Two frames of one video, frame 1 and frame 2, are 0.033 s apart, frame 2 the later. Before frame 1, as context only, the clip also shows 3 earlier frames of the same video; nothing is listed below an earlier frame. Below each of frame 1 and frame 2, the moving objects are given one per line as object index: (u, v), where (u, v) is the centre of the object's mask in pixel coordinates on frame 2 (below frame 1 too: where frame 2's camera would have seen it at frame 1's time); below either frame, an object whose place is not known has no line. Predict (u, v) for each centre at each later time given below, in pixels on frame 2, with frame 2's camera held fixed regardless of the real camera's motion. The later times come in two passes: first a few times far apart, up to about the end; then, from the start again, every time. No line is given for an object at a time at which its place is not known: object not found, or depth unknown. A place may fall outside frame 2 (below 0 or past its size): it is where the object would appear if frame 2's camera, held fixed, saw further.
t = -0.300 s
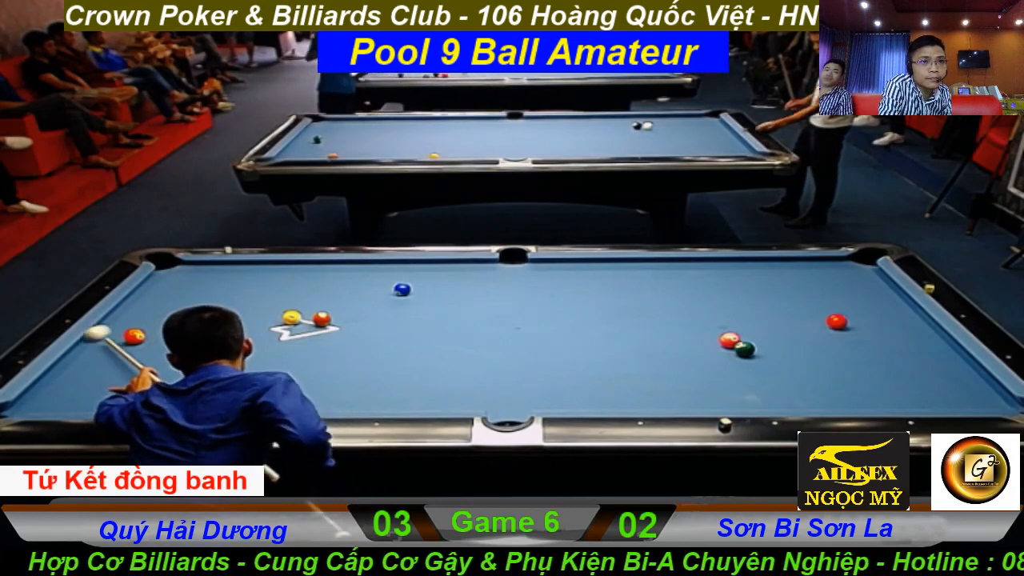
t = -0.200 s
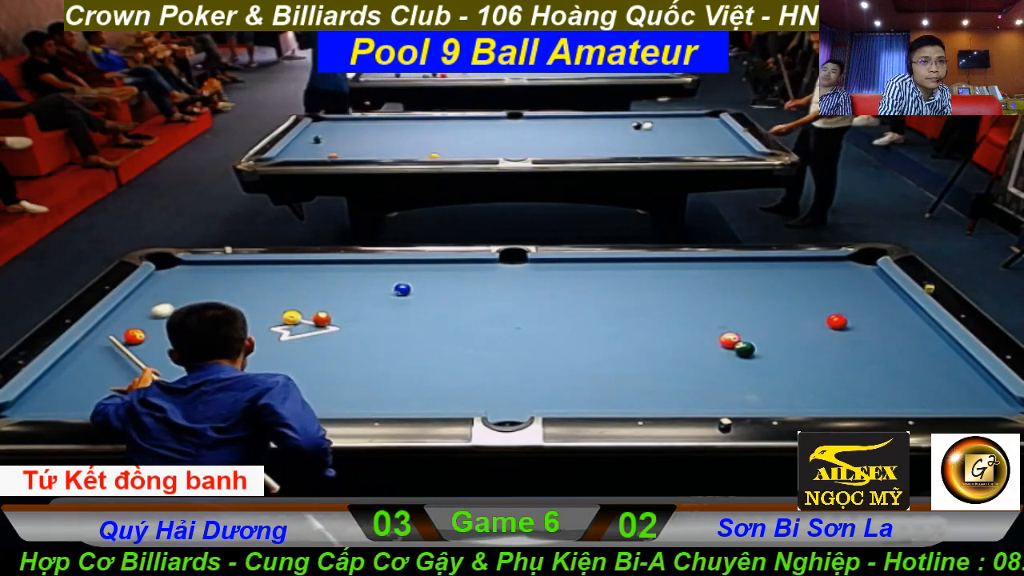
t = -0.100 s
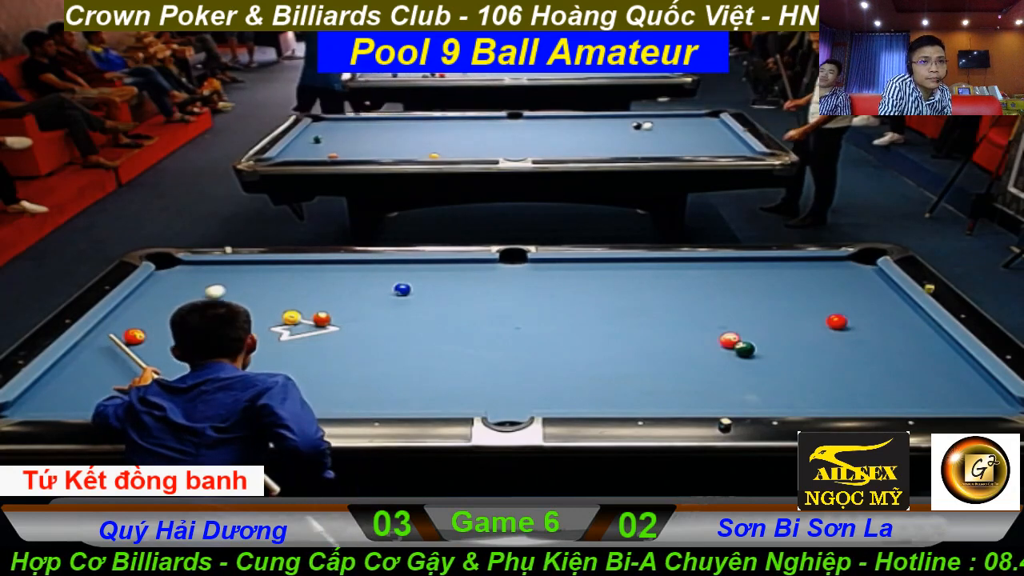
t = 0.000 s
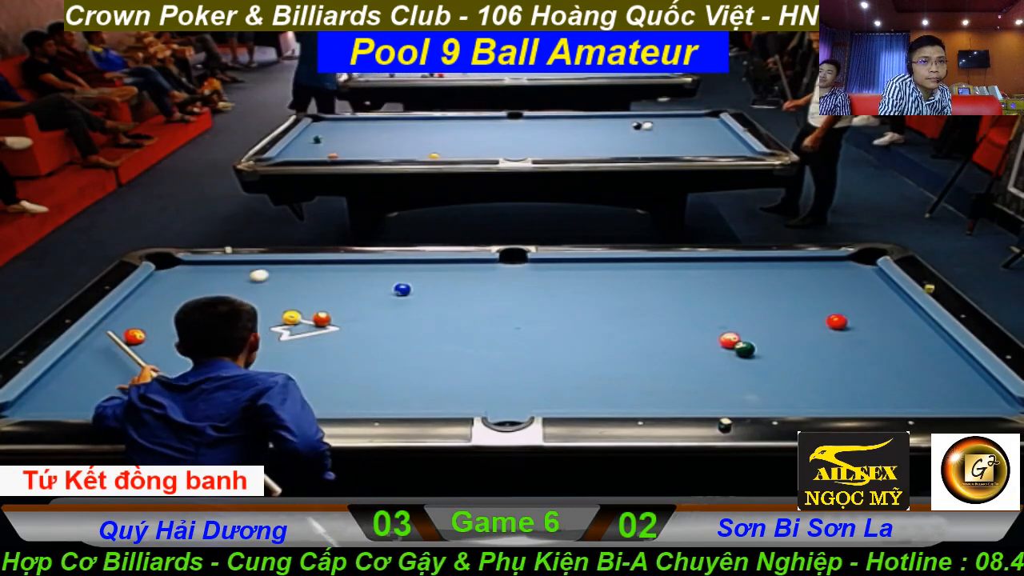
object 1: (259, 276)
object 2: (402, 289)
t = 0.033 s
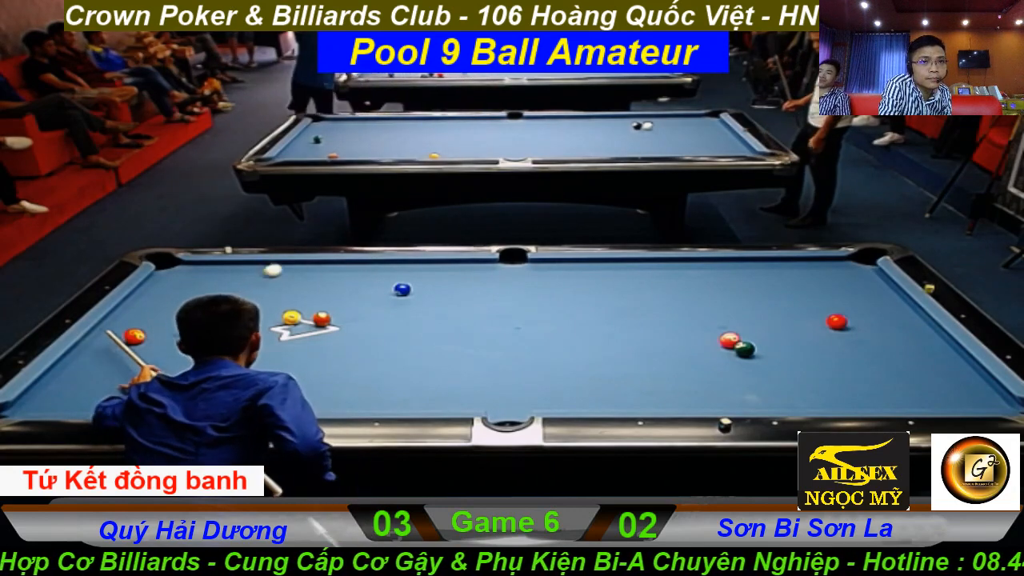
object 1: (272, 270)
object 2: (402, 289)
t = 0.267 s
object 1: (348, 280)
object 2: (402, 289)
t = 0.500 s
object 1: (384, 300)
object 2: (442, 289)
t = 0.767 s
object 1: (399, 325)
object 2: (508, 289)
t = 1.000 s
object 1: (415, 350)
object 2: (562, 288)
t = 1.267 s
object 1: (436, 381)
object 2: (624, 288)
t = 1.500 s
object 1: (455, 404)
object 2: (676, 287)
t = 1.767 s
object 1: (453, 389)
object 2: (734, 286)
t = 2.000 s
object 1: (452, 377)
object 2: (784, 285)
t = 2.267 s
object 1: (450, 364)
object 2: (839, 285)
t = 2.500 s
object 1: (449, 354)
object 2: (885, 284)
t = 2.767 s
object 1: (447, 344)
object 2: (860, 283)
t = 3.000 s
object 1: (446, 336)
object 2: (838, 283)
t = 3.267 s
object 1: (445, 328)
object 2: (814, 283)
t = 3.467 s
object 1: (444, 322)
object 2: (795, 283)
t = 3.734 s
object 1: (444, 316)
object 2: (775, 283)
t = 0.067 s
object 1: (285, 266)
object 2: (402, 289)
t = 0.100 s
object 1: (297, 263)
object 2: (401, 289)
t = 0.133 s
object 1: (307, 267)
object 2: (401, 289)
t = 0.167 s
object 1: (317, 270)
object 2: (401, 289)
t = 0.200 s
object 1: (327, 274)
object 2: (402, 289)
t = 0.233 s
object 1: (338, 277)
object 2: (402, 289)
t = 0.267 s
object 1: (348, 280)
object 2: (402, 289)
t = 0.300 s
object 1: (359, 282)
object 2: (401, 289)
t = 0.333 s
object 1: (370, 285)
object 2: (402, 289)
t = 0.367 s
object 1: (381, 288)
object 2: (402, 289)
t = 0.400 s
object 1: (384, 291)
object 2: (409, 289)
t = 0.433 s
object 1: (384, 294)
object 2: (420, 289)
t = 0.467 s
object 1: (383, 297)
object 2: (431, 289)
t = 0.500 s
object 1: (384, 300)
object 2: (442, 289)
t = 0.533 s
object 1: (385, 303)
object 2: (451, 289)
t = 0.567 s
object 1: (387, 306)
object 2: (460, 289)
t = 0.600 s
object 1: (389, 309)
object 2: (468, 289)
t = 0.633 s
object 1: (390, 312)
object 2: (476, 289)
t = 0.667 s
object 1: (393, 316)
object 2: (484, 289)
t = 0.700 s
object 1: (395, 319)
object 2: (492, 289)
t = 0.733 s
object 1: (397, 322)
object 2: (500, 289)
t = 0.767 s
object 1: (399, 325)
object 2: (508, 289)
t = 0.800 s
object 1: (401, 329)
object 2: (516, 288)
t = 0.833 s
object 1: (404, 332)
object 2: (524, 289)
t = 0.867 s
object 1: (406, 336)
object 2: (532, 288)
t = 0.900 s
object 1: (408, 339)
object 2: (540, 288)
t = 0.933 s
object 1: (410, 343)
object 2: (547, 288)
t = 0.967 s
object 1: (412, 346)
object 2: (555, 288)
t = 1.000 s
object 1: (415, 350)
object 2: (562, 288)
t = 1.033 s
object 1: (417, 354)
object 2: (570, 288)
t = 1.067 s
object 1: (420, 357)
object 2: (578, 288)
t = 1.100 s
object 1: (422, 361)
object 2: (586, 288)
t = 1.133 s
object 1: (425, 365)
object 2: (594, 288)
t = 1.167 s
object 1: (428, 369)
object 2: (601, 287)
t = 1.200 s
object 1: (430, 373)
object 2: (609, 288)
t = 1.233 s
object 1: (433, 377)
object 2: (617, 287)
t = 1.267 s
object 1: (436, 381)
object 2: (624, 288)
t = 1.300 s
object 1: (439, 385)
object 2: (631, 287)
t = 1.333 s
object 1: (441, 389)
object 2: (639, 287)
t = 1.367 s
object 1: (444, 393)
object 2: (646, 287)
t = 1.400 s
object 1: (447, 398)
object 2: (654, 287)
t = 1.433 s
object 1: (450, 401)
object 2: (662, 287)
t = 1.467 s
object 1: (453, 404)
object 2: (669, 287)
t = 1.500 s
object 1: (455, 404)
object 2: (676, 287)
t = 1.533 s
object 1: (454, 403)
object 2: (683, 287)
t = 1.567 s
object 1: (454, 401)
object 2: (691, 286)
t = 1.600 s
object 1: (454, 399)
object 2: (698, 286)
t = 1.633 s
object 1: (454, 397)
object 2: (705, 286)
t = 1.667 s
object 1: (454, 395)
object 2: (713, 286)
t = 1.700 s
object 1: (453, 393)
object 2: (720, 286)
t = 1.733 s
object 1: (453, 391)
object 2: (727, 286)
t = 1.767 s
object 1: (453, 389)
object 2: (734, 286)
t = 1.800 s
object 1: (453, 388)
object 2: (741, 286)
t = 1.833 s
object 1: (453, 386)
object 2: (748, 286)
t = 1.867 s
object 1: (452, 384)
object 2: (756, 286)
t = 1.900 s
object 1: (452, 382)
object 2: (763, 286)
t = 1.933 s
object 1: (452, 381)
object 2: (770, 286)
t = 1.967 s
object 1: (452, 379)
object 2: (777, 285)
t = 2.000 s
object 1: (452, 377)
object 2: (784, 285)
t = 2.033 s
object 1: (451, 375)
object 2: (790, 286)
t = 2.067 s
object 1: (451, 374)
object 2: (798, 285)
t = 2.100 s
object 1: (451, 372)
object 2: (804, 285)
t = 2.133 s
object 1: (451, 370)
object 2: (811, 285)
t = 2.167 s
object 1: (451, 369)
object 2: (818, 285)
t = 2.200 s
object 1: (451, 367)
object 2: (825, 285)
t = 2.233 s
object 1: (450, 366)
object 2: (832, 284)
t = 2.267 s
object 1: (450, 364)
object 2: (839, 285)
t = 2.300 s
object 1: (450, 363)
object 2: (845, 285)
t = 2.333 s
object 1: (450, 361)
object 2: (852, 284)
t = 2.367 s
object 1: (449, 360)
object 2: (859, 284)
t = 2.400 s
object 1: (449, 359)
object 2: (865, 284)
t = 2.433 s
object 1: (449, 357)
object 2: (872, 284)
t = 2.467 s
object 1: (449, 356)
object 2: (878, 284)
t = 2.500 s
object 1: (449, 354)
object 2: (885, 284)
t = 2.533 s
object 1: (448, 353)
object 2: (886, 284)
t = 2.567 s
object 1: (448, 351)
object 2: (881, 283)
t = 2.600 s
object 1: (448, 350)
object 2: (877, 283)
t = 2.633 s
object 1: (448, 349)
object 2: (874, 283)
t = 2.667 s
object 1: (448, 348)
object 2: (870, 284)
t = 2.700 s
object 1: (447, 347)
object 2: (867, 284)
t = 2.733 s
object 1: (447, 345)
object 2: (863, 284)
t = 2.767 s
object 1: (447, 344)
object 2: (860, 283)
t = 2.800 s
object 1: (447, 343)
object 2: (857, 284)
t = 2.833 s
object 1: (447, 342)
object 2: (854, 283)
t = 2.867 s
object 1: (447, 341)
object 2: (851, 283)
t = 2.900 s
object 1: (446, 339)
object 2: (847, 283)
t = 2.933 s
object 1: (446, 338)
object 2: (844, 283)
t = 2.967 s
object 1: (446, 337)
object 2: (841, 283)
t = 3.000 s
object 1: (446, 336)
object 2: (838, 283)
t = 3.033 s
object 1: (446, 335)
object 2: (834, 284)
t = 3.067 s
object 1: (446, 334)
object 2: (832, 284)
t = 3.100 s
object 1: (446, 333)
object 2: (829, 283)
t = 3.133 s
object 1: (446, 332)
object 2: (826, 283)
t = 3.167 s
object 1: (445, 331)
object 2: (823, 283)
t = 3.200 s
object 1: (446, 330)
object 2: (820, 283)
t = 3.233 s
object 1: (445, 329)
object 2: (817, 283)
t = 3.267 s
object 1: (445, 328)
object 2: (814, 283)
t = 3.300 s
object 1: (445, 327)
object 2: (811, 283)
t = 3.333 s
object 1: (445, 326)
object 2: (809, 283)
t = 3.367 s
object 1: (445, 325)
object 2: (803, 283)
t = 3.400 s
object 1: (445, 324)
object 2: (800, 283)
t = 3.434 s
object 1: (445, 323)
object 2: (798, 283)
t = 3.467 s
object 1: (444, 322)
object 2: (795, 283)
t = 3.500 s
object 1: (445, 321)
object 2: (792, 283)
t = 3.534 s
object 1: (444, 320)
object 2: (790, 283)
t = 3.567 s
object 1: (444, 319)
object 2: (787, 283)
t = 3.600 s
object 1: (444, 319)
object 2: (785, 283)
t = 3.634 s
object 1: (444, 318)
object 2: (782, 283)
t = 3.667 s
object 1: (444, 317)
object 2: (780, 283)
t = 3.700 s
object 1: (444, 316)
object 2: (777, 283)
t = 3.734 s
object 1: (444, 316)
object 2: (775, 283)
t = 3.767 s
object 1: (444, 315)
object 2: (773, 283)
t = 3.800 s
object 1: (445, 314)
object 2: (770, 283)
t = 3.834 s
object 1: (448, 314)
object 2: (768, 283)
